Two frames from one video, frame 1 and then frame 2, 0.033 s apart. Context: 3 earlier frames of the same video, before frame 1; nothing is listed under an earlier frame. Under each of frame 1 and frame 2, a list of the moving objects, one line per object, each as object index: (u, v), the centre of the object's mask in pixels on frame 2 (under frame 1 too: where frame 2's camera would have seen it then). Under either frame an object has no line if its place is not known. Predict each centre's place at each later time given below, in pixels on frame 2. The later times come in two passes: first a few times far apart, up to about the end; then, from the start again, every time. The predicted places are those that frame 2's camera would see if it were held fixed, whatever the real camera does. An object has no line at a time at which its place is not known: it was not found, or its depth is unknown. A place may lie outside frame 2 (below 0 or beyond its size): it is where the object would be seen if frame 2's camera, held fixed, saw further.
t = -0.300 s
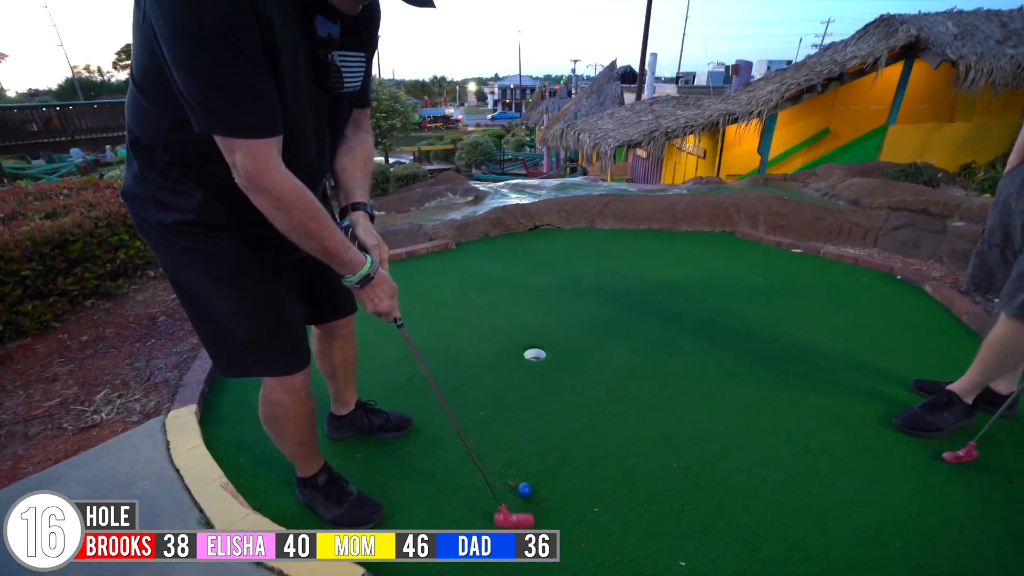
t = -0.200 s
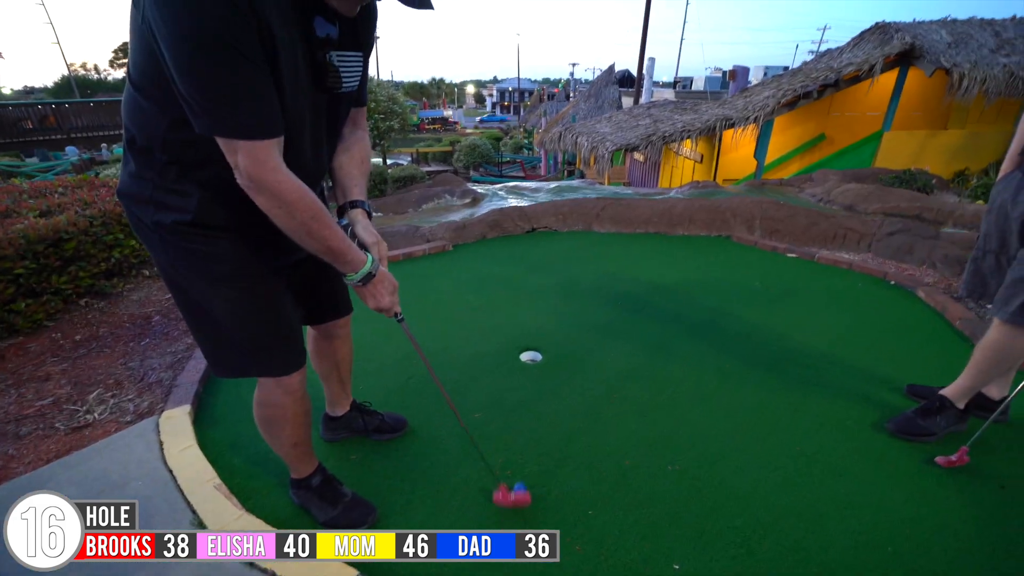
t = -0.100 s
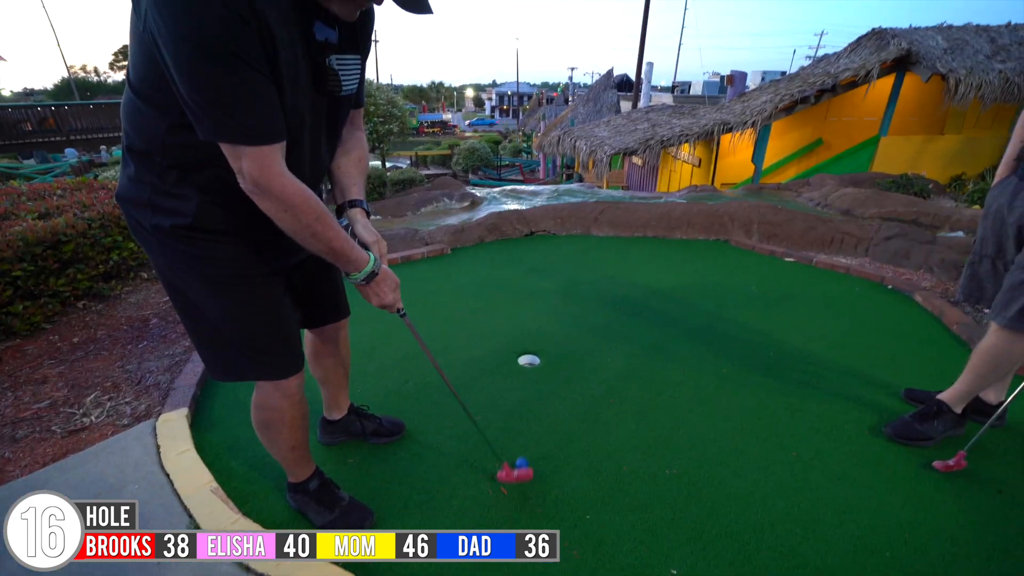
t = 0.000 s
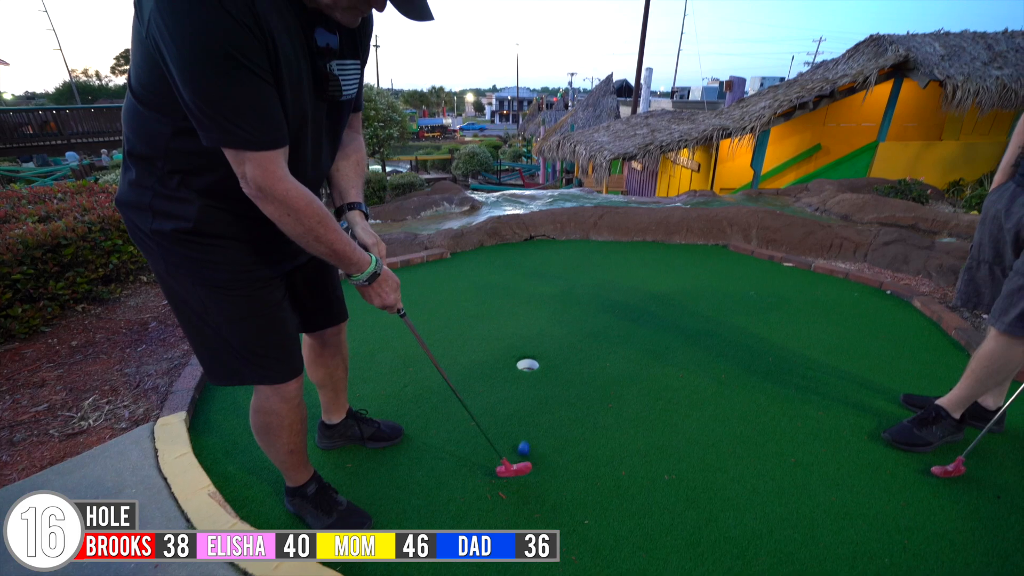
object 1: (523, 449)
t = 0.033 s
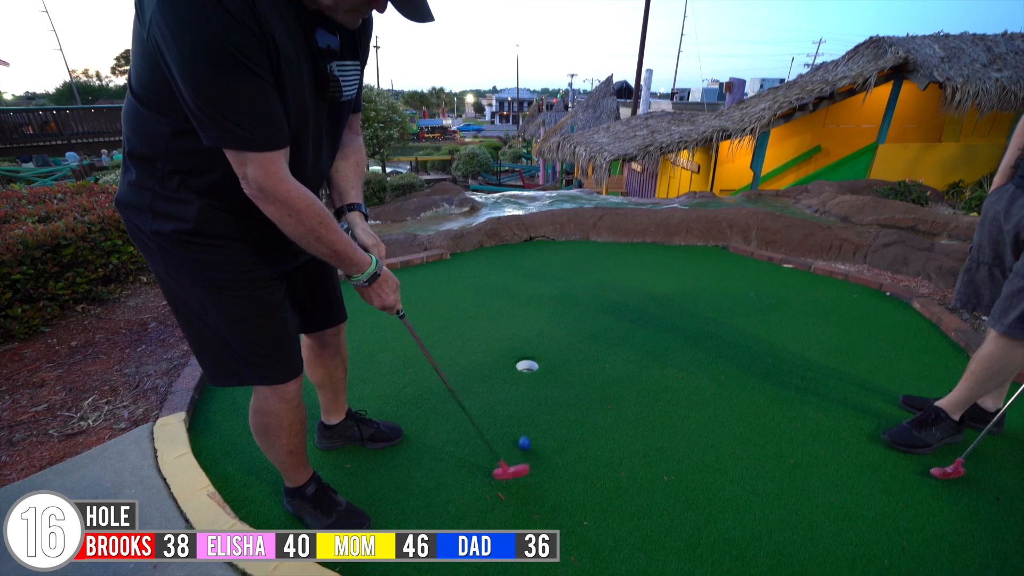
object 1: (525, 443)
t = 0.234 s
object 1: (533, 412)
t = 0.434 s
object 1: (543, 389)
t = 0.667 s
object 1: (556, 370)
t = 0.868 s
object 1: (567, 357)
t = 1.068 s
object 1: (578, 347)
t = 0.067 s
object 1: (526, 437)
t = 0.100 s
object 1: (527, 432)
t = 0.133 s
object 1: (528, 427)
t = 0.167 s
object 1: (529, 422)
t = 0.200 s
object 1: (531, 416)
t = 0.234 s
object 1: (533, 412)
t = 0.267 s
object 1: (534, 407)
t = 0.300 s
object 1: (536, 404)
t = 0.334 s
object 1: (538, 400)
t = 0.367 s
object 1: (540, 396)
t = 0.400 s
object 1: (542, 393)
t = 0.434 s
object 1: (543, 389)
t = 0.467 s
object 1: (545, 386)
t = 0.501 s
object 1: (547, 383)
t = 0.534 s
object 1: (549, 380)
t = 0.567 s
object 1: (550, 377)
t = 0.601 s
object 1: (552, 375)
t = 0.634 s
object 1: (554, 372)
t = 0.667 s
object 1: (556, 370)
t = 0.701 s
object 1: (558, 367)
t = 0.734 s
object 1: (560, 365)
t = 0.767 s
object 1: (561, 363)
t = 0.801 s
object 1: (563, 360)
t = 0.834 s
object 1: (565, 359)
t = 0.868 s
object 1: (567, 357)
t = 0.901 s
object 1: (569, 355)
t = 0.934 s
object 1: (571, 353)
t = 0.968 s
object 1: (572, 352)
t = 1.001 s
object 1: (574, 350)
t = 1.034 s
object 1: (576, 348)
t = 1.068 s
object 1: (578, 347)
